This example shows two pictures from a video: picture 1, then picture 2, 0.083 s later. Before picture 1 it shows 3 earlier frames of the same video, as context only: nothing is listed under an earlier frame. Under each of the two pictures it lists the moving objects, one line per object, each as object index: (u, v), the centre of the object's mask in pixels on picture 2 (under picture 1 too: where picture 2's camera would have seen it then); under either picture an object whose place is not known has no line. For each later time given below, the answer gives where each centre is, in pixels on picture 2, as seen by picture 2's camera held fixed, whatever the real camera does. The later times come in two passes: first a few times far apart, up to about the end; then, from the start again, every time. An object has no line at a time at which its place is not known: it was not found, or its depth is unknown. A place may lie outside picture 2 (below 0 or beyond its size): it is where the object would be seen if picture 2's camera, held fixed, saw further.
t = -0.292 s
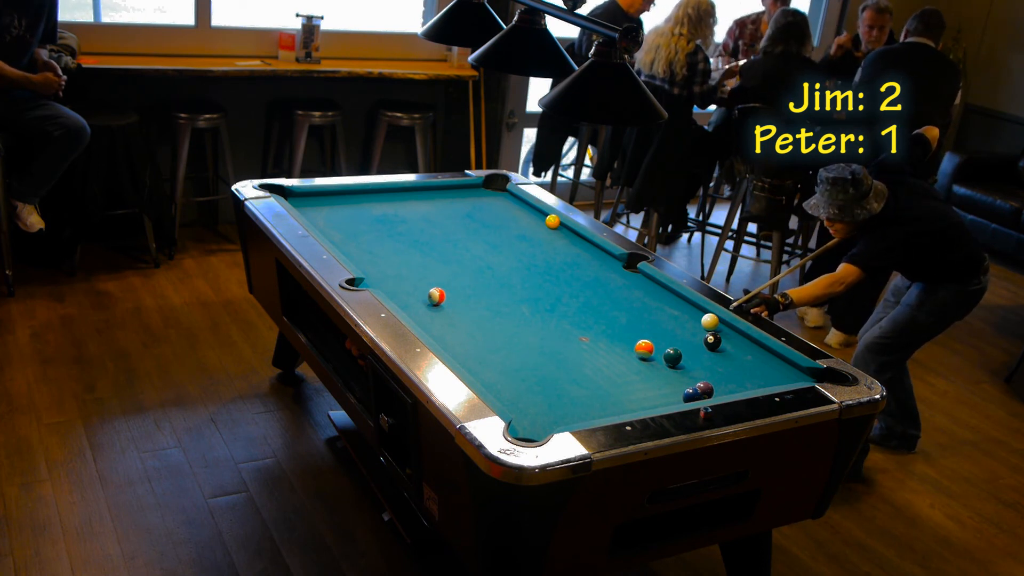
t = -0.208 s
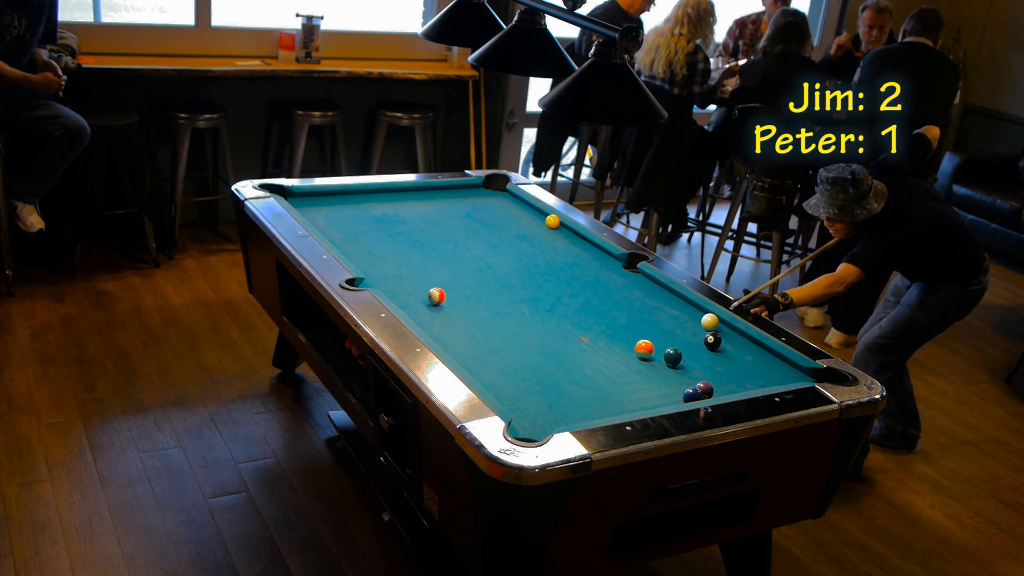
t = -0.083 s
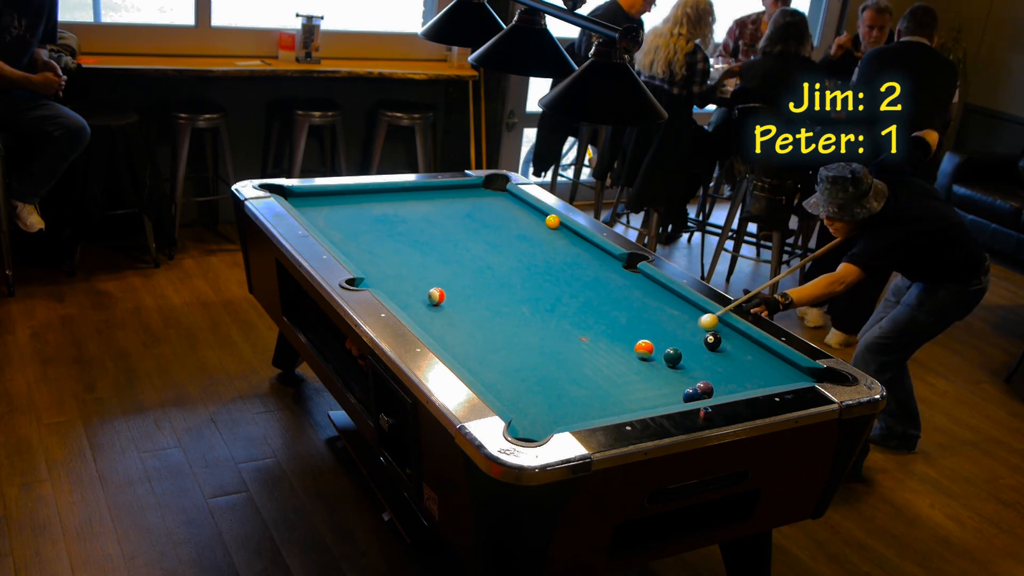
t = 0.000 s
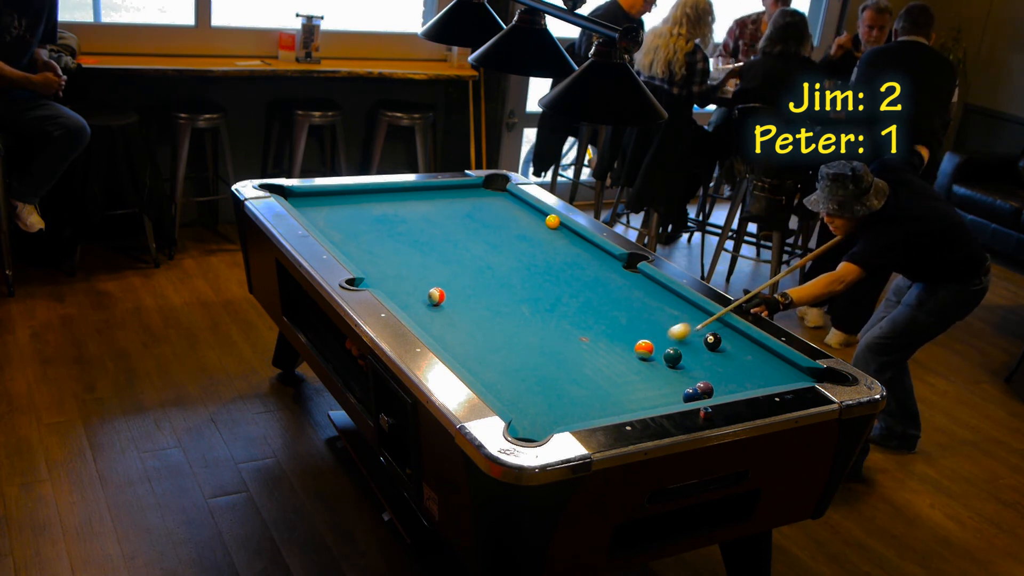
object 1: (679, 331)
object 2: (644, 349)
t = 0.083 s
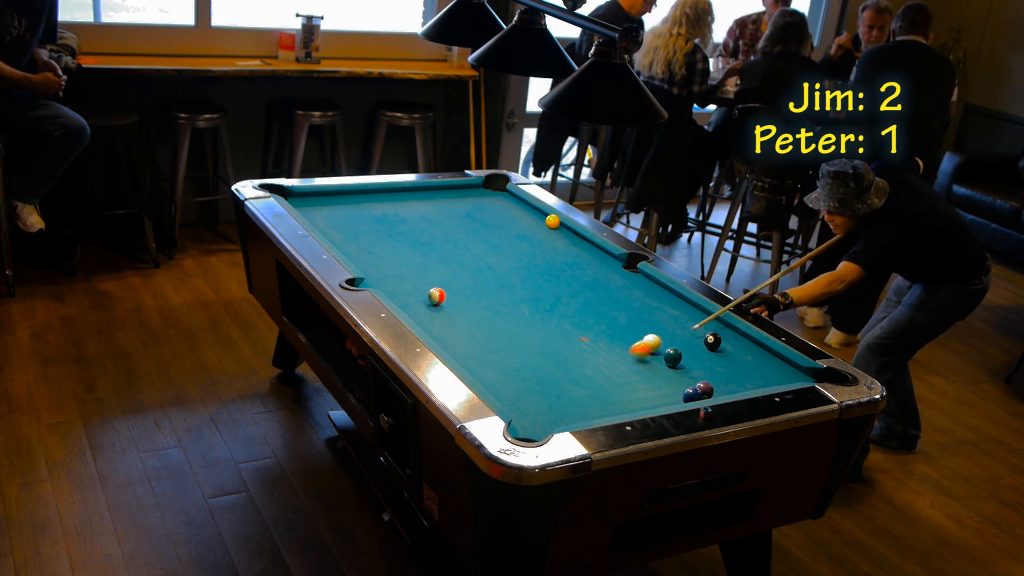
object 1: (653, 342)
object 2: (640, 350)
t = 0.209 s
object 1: (637, 342)
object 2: (606, 371)
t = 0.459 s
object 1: (596, 346)
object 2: (544, 407)
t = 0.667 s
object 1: (563, 349)
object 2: (542, 428)
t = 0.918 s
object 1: (523, 354)
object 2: (529, 423)
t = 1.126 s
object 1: (489, 357)
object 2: (540, 423)
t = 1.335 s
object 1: (462, 358)
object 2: (551, 422)
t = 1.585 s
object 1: (478, 357)
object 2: (560, 420)
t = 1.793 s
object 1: (490, 355)
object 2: (567, 419)
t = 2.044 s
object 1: (504, 352)
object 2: (570, 418)
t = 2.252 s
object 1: (514, 351)
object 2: (573, 418)
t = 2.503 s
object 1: (525, 349)
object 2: (574, 418)
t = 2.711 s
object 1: (533, 349)
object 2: (573, 418)
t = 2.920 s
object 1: (540, 348)
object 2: (573, 418)
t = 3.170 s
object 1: (547, 348)
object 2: (572, 418)
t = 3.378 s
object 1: (551, 348)
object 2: (572, 418)
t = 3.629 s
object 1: (555, 348)
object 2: (572, 418)
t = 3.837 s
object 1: (557, 348)
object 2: (572, 418)
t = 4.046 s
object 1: (558, 348)
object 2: (572, 418)
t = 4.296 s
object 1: (557, 348)
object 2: (572, 418)
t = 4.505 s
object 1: (557, 348)
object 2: (572, 418)
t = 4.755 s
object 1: (557, 348)
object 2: (572, 418)
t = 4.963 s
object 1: (557, 348)
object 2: (572, 418)
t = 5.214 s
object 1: (557, 348)
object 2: (572, 418)
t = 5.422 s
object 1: (557, 348)
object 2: (572, 418)
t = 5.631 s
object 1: (557, 348)
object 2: (572, 418)
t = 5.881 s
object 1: (557, 348)
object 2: (572, 418)
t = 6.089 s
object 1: (557, 348)
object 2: (572, 418)
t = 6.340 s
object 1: (557, 348)
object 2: (572, 418)
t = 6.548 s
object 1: (557, 348)
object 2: (572, 418)
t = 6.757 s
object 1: (557, 348)
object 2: (572, 418)
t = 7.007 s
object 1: (557, 348)
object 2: (572, 418)
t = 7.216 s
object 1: (557, 348)
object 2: (572, 418)
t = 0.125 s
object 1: (647, 342)
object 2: (629, 357)
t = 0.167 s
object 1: (642, 342)
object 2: (617, 364)
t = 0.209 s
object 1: (637, 342)
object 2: (606, 371)
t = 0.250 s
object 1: (630, 343)
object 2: (595, 377)
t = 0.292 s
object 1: (623, 343)
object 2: (585, 383)
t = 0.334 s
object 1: (616, 344)
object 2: (575, 389)
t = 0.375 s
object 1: (610, 345)
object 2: (565, 395)
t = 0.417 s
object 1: (603, 345)
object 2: (554, 401)
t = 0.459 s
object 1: (596, 346)
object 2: (544, 407)
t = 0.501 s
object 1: (590, 347)
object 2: (532, 413)
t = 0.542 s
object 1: (583, 347)
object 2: (523, 420)
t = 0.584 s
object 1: (576, 348)
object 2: (533, 424)
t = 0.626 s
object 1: (570, 349)
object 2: (542, 427)
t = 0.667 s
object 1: (563, 349)
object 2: (542, 428)
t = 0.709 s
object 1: (556, 350)
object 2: (536, 427)
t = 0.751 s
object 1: (550, 351)
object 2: (531, 425)
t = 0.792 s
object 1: (543, 351)
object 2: (526, 424)
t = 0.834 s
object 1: (536, 352)
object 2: (523, 423)
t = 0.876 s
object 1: (530, 353)
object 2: (526, 423)
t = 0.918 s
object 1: (523, 354)
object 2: (529, 423)
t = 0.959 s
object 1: (516, 354)
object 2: (531, 423)
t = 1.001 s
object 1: (509, 355)
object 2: (534, 423)
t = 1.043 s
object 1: (503, 356)
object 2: (536, 423)
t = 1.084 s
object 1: (496, 356)
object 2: (538, 423)
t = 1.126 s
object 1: (489, 357)
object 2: (540, 423)
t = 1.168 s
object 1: (483, 358)
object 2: (543, 423)
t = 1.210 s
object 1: (476, 358)
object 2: (545, 423)
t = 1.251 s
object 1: (470, 359)
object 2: (547, 423)
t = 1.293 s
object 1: (464, 359)
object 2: (549, 423)
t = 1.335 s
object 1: (462, 358)
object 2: (551, 422)
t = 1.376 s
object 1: (464, 359)
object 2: (552, 422)
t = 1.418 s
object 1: (467, 359)
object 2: (554, 421)
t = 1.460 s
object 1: (470, 359)
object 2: (556, 421)
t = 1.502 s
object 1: (472, 358)
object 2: (557, 421)
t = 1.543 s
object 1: (475, 358)
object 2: (559, 420)
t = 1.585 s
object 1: (478, 357)
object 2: (560, 420)
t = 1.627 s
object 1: (480, 357)
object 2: (562, 420)
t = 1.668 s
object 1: (483, 356)
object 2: (564, 420)
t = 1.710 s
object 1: (485, 356)
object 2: (565, 420)
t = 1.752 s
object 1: (488, 355)
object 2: (566, 419)
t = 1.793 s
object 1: (490, 355)
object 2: (567, 419)
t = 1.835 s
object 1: (493, 355)
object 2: (568, 419)
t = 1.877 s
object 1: (495, 354)
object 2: (569, 419)
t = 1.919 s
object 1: (498, 353)
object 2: (569, 419)
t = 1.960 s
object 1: (500, 353)
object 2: (570, 418)
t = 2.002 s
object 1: (502, 353)
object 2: (570, 418)
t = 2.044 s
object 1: (504, 352)
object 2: (570, 418)
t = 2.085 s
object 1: (506, 352)
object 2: (571, 418)
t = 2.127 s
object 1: (508, 352)
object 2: (571, 418)
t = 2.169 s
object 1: (510, 351)
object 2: (572, 418)
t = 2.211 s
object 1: (512, 351)
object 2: (572, 418)
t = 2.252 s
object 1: (514, 351)
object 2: (573, 418)
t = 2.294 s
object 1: (516, 351)
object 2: (573, 418)
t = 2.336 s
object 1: (518, 350)
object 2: (573, 418)
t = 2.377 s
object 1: (520, 350)
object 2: (574, 418)
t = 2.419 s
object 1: (522, 350)
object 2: (574, 418)
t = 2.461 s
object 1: (523, 350)
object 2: (574, 418)
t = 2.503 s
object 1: (525, 349)
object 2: (574, 418)
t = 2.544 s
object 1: (527, 349)
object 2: (574, 418)
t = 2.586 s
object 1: (528, 349)
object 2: (573, 418)
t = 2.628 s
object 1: (530, 349)
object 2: (573, 418)
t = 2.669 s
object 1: (532, 349)
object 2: (573, 418)
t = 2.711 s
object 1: (533, 349)
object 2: (573, 418)
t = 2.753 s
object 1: (534, 348)
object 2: (573, 418)
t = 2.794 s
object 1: (536, 348)
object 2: (573, 418)
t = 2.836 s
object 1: (537, 348)
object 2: (573, 418)
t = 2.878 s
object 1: (539, 348)
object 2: (573, 418)
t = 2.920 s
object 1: (540, 348)
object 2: (573, 418)
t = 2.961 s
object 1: (541, 348)
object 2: (572, 418)
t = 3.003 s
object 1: (543, 348)
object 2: (572, 418)
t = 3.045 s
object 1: (544, 348)
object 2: (572, 418)
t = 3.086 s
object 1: (545, 348)
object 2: (572, 418)
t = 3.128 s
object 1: (546, 348)
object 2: (572, 418)
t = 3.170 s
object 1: (547, 348)
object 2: (572, 418)
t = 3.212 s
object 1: (548, 348)
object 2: (572, 418)
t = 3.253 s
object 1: (549, 348)
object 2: (572, 418)
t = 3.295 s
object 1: (550, 348)
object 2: (572, 418)
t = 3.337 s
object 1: (551, 348)
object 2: (572, 418)
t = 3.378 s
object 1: (551, 348)
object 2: (572, 418)
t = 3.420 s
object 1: (552, 348)
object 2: (572, 418)
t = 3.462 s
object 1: (553, 348)
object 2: (572, 418)
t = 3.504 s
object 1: (553, 348)
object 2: (572, 418)
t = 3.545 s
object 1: (554, 348)
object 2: (572, 418)
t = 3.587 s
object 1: (554, 348)
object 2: (572, 418)
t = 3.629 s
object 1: (555, 348)
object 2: (572, 418)
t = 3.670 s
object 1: (555, 348)
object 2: (572, 418)
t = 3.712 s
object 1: (556, 348)
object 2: (572, 418)
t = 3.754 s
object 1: (556, 348)
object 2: (572, 418)
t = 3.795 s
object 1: (556, 348)
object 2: (572, 418)
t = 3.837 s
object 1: (557, 348)
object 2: (572, 418)
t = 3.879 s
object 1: (557, 348)
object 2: (572, 418)
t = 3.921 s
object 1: (557, 348)
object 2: (572, 418)
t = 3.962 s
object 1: (557, 348)
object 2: (572, 418)
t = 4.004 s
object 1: (558, 348)
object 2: (572, 418)
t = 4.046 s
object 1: (558, 348)
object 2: (572, 418)
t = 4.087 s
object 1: (557, 348)
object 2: (572, 418)
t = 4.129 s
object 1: (557, 348)
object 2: (572, 418)
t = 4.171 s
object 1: (557, 348)
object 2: (572, 418)
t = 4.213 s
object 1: (557, 348)
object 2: (572, 418)
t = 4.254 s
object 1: (557, 348)
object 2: (572, 418)
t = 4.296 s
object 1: (557, 348)
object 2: (572, 418)
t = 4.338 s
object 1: (557, 348)
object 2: (572, 418)
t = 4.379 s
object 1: (557, 348)
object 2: (572, 418)
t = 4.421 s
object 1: (557, 348)
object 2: (572, 418)
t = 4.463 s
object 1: (557, 348)
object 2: (572, 418)
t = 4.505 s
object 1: (557, 348)
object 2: (572, 418)
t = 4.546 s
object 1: (557, 348)
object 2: (572, 418)
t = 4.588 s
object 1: (557, 348)
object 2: (572, 418)
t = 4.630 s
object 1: (557, 348)
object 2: (572, 418)
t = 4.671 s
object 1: (557, 348)
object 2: (572, 418)
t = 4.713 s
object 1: (557, 348)
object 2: (572, 418)
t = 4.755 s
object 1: (557, 348)
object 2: (572, 418)
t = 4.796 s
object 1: (557, 348)
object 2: (572, 418)
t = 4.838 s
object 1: (557, 348)
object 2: (572, 418)
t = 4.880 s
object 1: (557, 348)
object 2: (572, 418)
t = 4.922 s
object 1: (557, 348)
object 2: (572, 418)
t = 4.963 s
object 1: (557, 348)
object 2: (572, 418)
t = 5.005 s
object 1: (557, 348)
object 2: (572, 418)
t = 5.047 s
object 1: (557, 348)
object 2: (572, 418)
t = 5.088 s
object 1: (557, 348)
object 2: (572, 418)
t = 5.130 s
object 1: (557, 348)
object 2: (572, 418)
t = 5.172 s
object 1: (557, 348)
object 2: (572, 418)
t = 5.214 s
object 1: (557, 348)
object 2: (572, 418)
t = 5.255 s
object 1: (557, 348)
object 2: (572, 418)
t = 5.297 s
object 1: (557, 348)
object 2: (572, 418)
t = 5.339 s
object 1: (557, 348)
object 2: (572, 418)
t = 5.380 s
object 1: (557, 348)
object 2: (572, 418)
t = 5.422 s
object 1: (557, 348)
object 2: (572, 418)
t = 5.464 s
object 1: (557, 348)
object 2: (572, 418)
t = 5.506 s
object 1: (557, 348)
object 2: (572, 418)
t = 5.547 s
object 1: (557, 348)
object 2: (572, 418)
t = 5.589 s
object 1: (557, 348)
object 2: (572, 418)
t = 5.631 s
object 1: (557, 348)
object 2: (572, 418)
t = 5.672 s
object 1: (557, 348)
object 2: (572, 418)
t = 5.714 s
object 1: (557, 348)
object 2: (572, 418)
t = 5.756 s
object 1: (557, 348)
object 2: (572, 418)
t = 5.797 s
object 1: (557, 348)
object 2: (572, 418)
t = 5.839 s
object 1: (557, 348)
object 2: (572, 418)
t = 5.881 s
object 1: (557, 348)
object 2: (572, 418)
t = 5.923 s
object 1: (557, 348)
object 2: (572, 418)
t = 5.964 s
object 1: (557, 348)
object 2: (572, 418)
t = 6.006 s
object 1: (557, 348)
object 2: (572, 418)
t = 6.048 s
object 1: (557, 348)
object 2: (572, 418)
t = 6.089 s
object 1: (557, 348)
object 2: (572, 418)
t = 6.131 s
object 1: (557, 348)
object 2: (572, 418)
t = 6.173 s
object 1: (557, 348)
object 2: (572, 418)
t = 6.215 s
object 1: (557, 348)
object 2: (572, 418)
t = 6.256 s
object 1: (557, 348)
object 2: (572, 418)
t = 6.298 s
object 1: (557, 348)
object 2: (572, 418)
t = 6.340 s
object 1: (557, 348)
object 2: (572, 418)
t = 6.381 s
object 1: (557, 348)
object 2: (572, 418)
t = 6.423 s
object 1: (557, 348)
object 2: (572, 418)
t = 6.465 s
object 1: (557, 348)
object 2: (572, 418)
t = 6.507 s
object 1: (557, 348)
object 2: (572, 418)
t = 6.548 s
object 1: (557, 348)
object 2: (572, 418)
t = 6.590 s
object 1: (557, 348)
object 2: (572, 418)
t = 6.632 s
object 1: (557, 348)
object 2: (572, 418)
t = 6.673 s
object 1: (557, 348)
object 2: (572, 418)
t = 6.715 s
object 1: (557, 348)
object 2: (572, 418)
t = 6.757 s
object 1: (557, 348)
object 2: (572, 418)
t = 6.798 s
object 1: (557, 348)
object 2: (572, 418)
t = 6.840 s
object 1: (557, 348)
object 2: (572, 418)
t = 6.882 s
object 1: (557, 348)
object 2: (572, 418)
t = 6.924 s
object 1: (557, 348)
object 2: (572, 418)
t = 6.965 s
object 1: (557, 348)
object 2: (572, 418)
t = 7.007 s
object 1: (557, 348)
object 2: (572, 418)
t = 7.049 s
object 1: (557, 348)
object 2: (572, 418)
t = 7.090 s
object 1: (557, 348)
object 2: (572, 418)
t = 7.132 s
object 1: (557, 348)
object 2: (572, 418)
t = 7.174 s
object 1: (557, 348)
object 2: (572, 418)
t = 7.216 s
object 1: (557, 348)
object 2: (572, 418)
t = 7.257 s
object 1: (557, 348)
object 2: (572, 418)
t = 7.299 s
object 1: (557, 348)
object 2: (572, 418)
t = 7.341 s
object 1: (557, 348)
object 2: (572, 418)
